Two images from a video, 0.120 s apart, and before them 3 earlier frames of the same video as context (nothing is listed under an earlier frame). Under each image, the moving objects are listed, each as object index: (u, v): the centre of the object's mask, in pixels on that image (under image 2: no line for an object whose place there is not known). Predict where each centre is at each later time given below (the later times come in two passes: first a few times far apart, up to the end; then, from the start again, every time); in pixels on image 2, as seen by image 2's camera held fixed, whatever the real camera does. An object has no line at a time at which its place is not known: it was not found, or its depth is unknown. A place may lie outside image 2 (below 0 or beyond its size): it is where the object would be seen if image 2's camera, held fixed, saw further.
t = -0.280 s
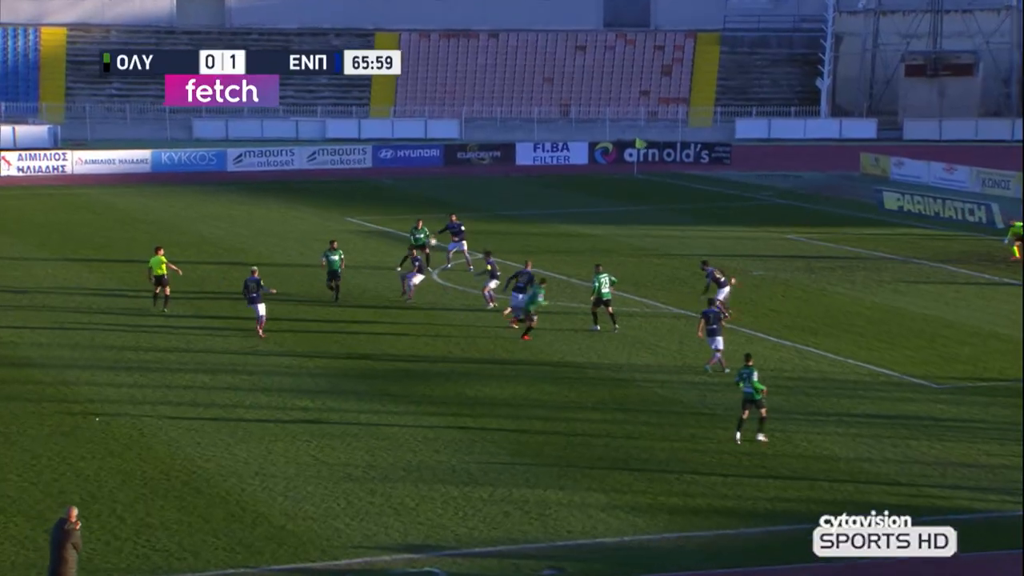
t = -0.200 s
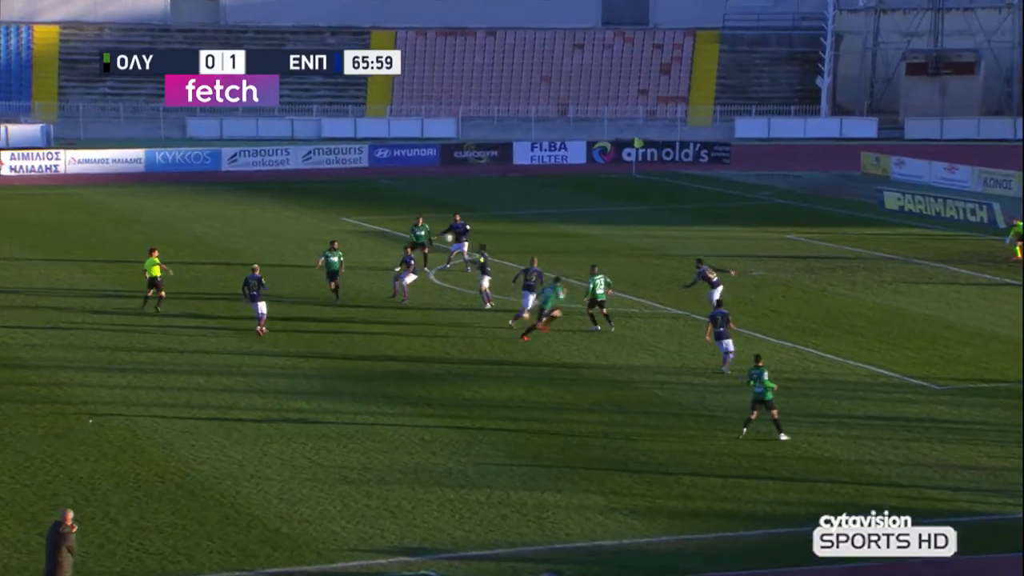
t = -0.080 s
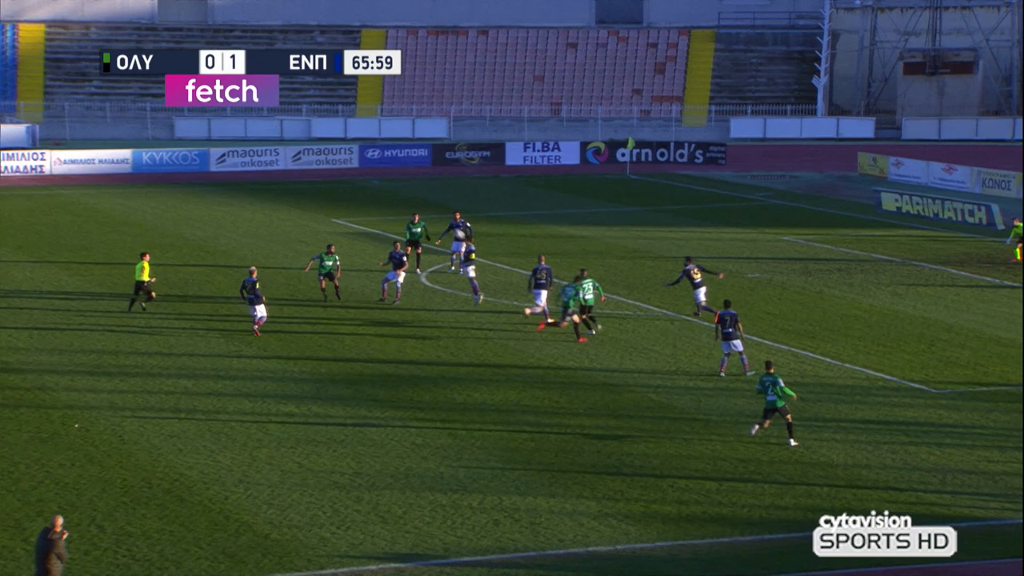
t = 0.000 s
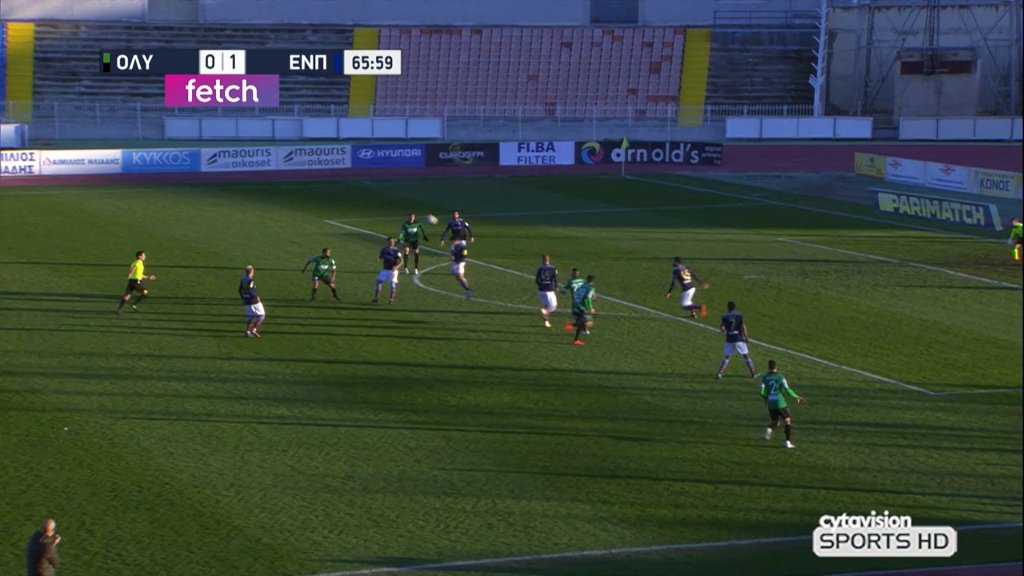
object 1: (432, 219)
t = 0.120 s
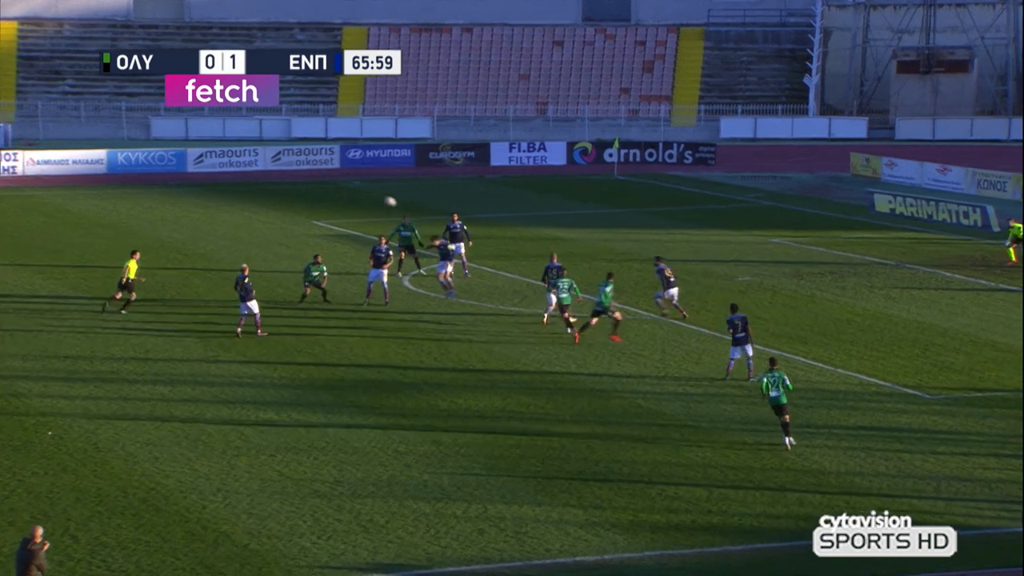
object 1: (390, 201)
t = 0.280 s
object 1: (344, 180)
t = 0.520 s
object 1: (286, 171)
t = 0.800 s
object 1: (228, 180)
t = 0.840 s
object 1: (220, 185)
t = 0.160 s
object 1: (378, 195)
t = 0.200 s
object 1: (367, 190)
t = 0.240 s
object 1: (355, 186)
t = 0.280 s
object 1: (344, 180)
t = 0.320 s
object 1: (334, 178)
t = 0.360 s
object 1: (324, 176)
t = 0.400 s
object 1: (313, 173)
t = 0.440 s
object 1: (304, 172)
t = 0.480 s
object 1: (295, 171)
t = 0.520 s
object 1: (286, 171)
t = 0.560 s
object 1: (277, 170)
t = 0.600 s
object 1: (269, 170)
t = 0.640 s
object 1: (260, 171)
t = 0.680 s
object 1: (252, 172)
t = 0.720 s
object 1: (243, 174)
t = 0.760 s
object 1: (236, 176)
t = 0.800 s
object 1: (228, 180)
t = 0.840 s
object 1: (220, 185)
